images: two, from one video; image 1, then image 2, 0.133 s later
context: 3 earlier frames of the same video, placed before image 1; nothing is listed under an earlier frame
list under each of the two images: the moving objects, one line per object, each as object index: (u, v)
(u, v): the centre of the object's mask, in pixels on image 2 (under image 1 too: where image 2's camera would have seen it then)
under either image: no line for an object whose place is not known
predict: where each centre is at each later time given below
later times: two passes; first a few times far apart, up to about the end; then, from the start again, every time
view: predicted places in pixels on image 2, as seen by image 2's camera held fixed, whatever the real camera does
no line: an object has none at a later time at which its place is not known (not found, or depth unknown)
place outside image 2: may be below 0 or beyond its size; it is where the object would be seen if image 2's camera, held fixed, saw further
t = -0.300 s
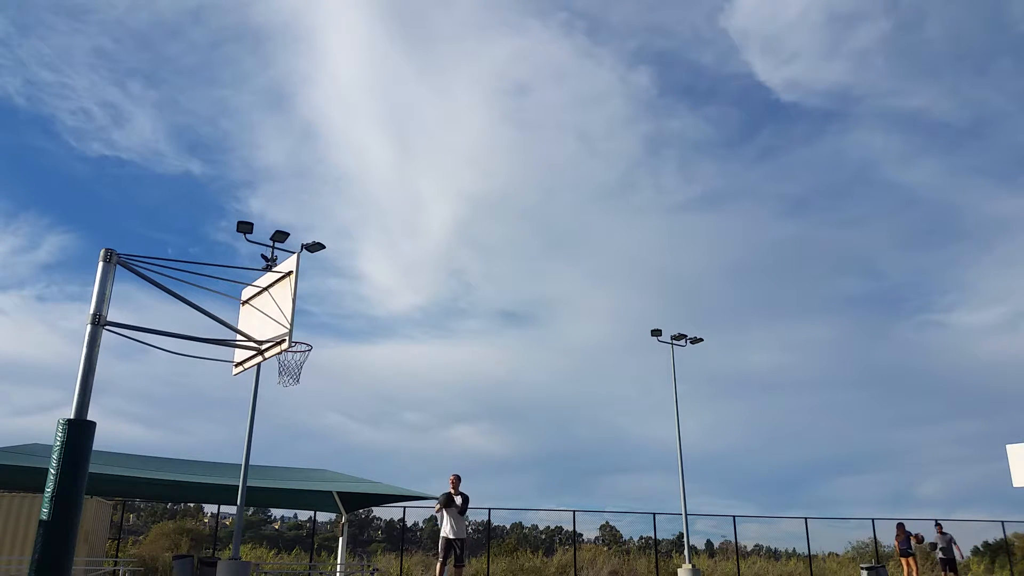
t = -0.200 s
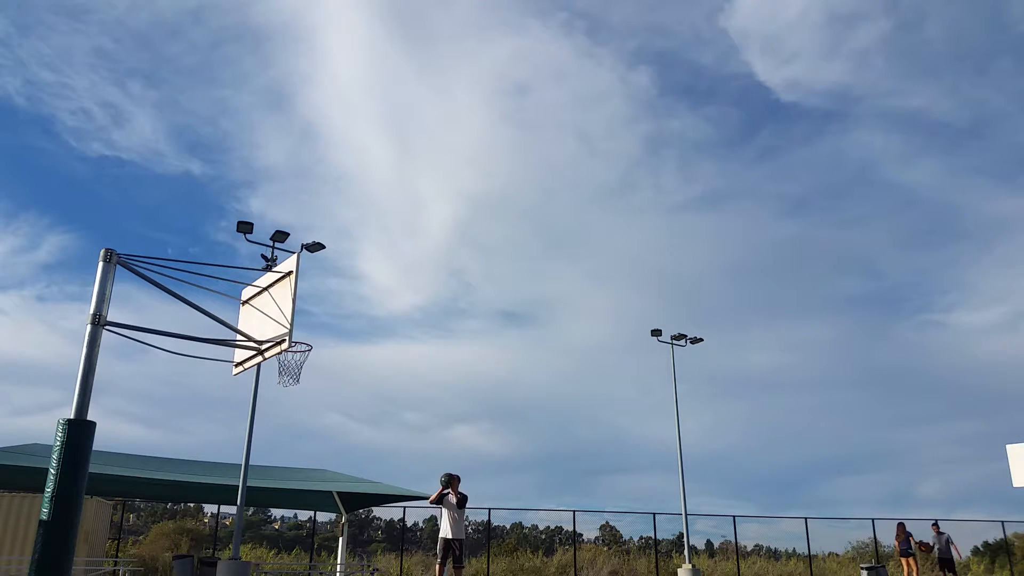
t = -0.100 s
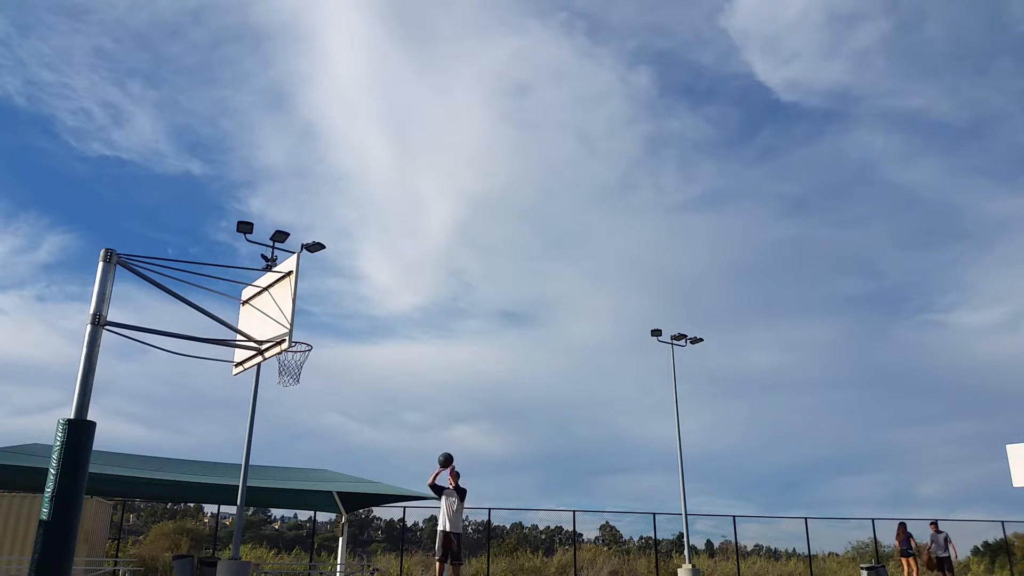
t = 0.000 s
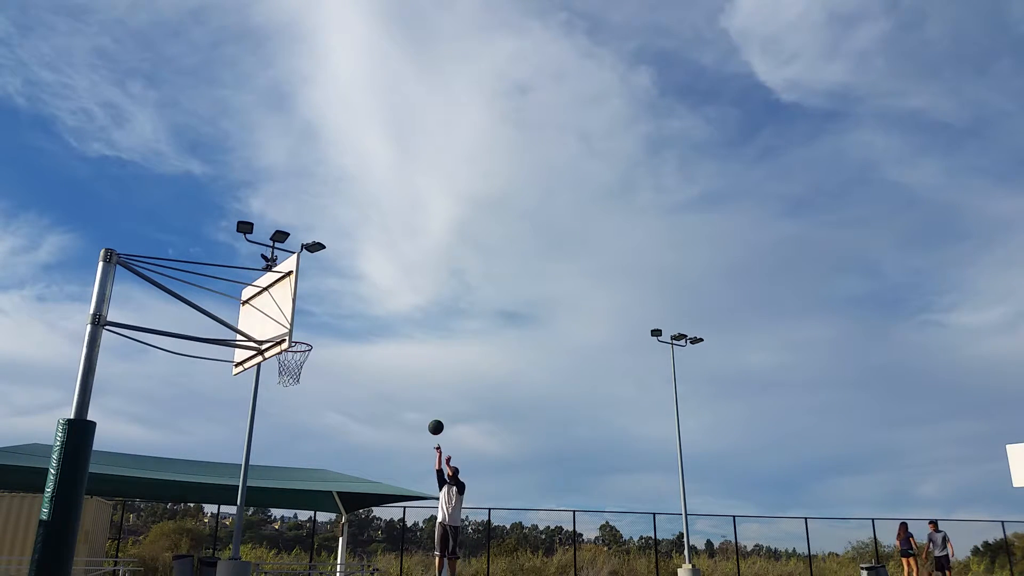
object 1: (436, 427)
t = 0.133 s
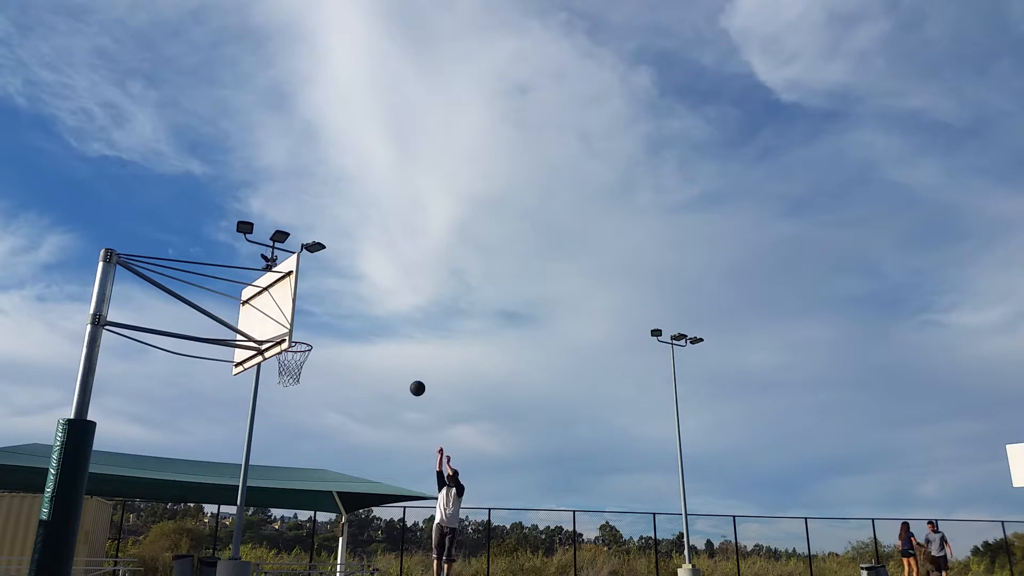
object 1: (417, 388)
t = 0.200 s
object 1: (408, 372)
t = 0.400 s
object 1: (377, 341)
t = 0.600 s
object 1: (342, 333)
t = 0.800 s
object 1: (306, 346)
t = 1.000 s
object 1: (318, 341)
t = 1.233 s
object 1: (327, 368)
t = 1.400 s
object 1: (331, 407)
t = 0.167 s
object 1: (413, 380)
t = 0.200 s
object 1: (408, 372)
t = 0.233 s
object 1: (403, 366)
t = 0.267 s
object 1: (398, 359)
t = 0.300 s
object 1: (393, 354)
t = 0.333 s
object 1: (388, 349)
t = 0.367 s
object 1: (382, 344)
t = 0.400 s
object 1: (377, 341)
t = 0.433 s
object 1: (371, 338)
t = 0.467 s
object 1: (366, 335)
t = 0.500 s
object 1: (360, 334)
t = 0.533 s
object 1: (354, 333)
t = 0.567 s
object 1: (348, 332)
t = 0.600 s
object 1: (342, 333)
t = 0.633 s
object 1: (335, 334)
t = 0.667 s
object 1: (328, 336)
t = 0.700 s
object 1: (321, 338)
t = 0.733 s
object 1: (314, 342)
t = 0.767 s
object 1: (307, 346)
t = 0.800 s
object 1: (306, 346)
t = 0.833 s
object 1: (309, 344)
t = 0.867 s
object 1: (311, 342)
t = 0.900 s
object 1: (313, 340)
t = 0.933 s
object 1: (315, 340)
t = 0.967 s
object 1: (316, 340)
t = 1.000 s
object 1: (318, 341)
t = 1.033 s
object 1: (320, 343)
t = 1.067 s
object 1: (321, 345)
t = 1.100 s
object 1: (322, 349)
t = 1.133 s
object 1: (324, 352)
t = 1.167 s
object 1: (325, 357)
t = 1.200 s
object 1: (326, 362)
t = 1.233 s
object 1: (327, 368)
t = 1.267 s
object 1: (328, 375)
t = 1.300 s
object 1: (329, 382)
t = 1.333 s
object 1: (330, 390)
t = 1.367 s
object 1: (330, 398)
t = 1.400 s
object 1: (331, 407)
